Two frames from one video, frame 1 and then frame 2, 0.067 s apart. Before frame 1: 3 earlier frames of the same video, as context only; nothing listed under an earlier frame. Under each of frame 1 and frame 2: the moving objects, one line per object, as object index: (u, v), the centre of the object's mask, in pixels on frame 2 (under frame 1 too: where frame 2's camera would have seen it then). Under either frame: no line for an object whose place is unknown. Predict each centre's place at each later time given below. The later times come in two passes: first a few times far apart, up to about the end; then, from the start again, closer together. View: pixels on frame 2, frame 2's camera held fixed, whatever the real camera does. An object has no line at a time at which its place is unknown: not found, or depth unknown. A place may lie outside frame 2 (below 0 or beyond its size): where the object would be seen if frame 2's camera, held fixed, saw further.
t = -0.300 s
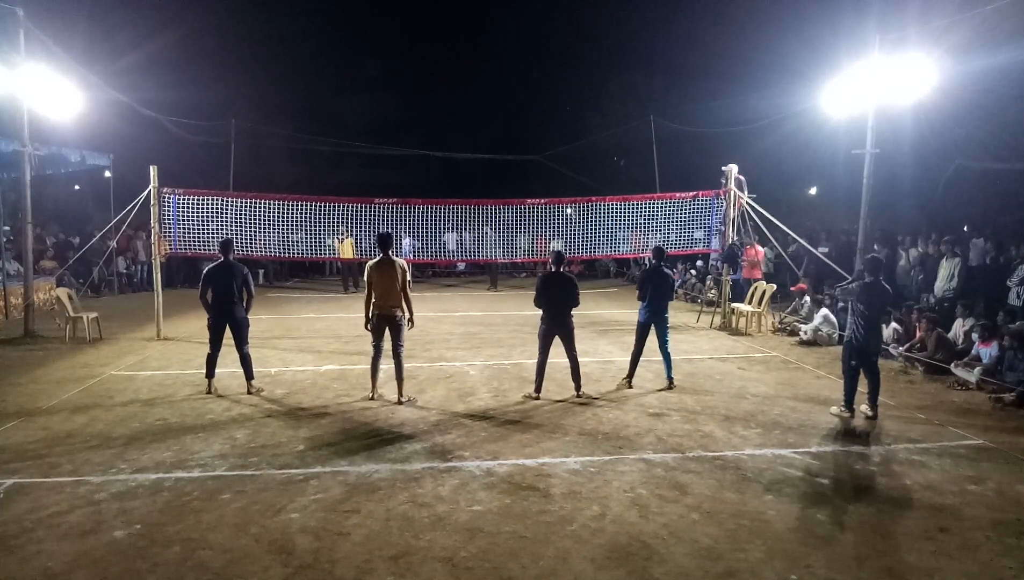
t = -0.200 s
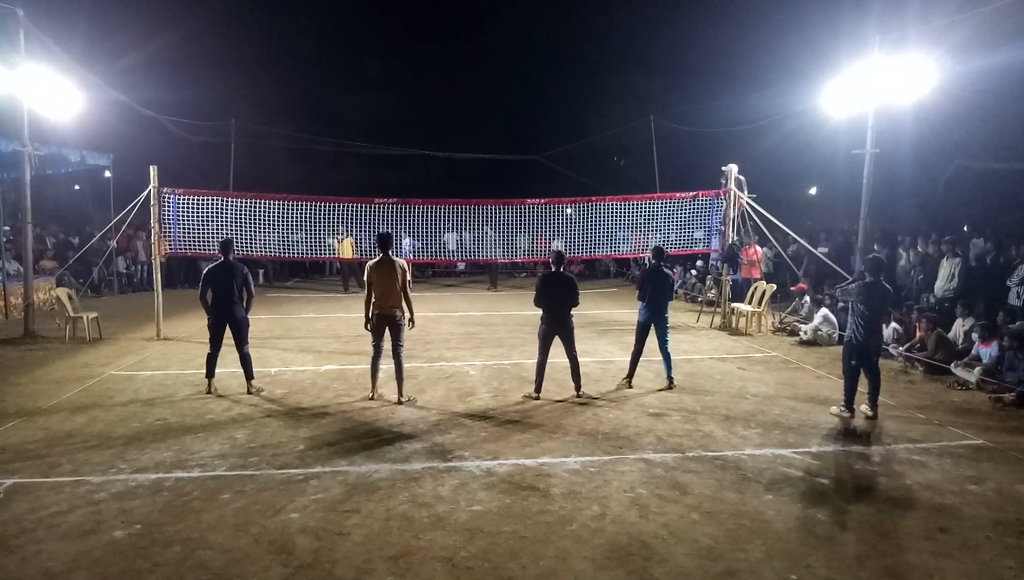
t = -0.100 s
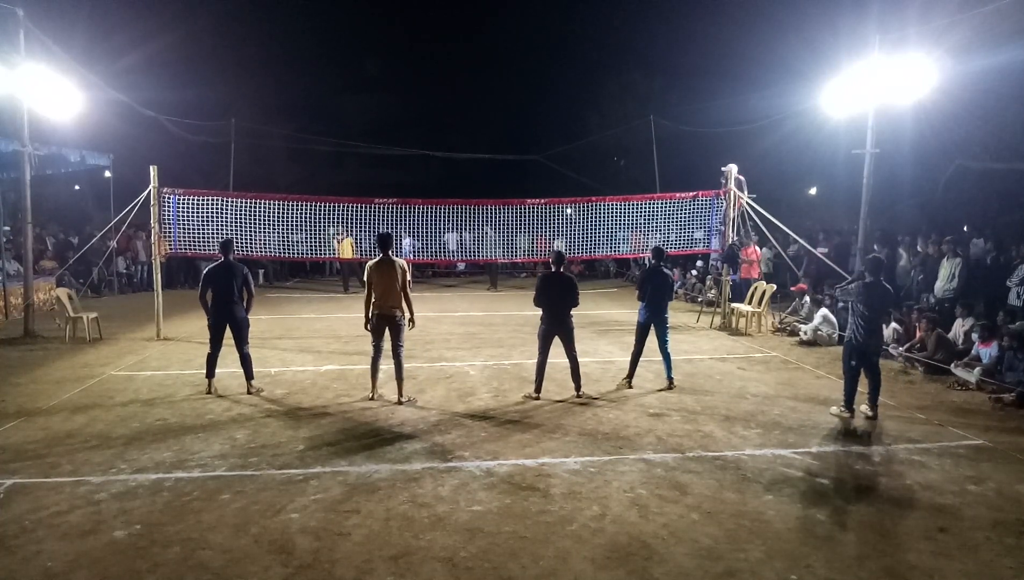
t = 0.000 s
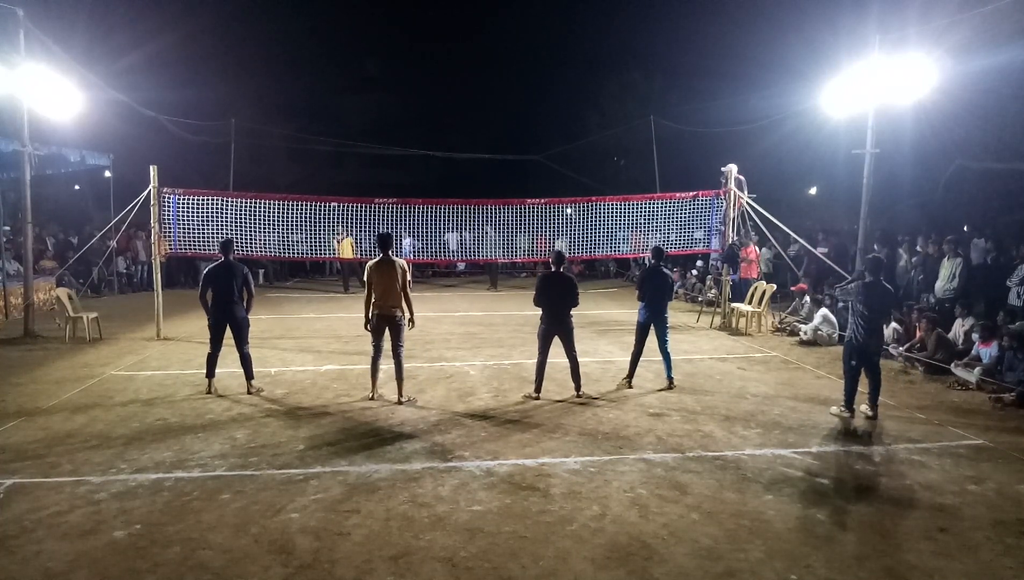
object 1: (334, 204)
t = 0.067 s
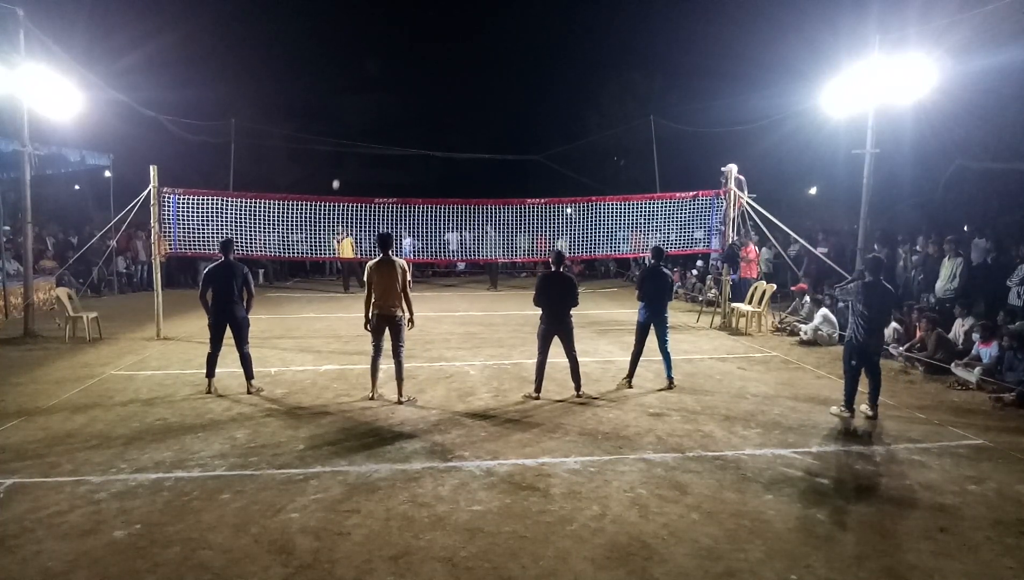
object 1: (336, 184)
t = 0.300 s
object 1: (344, 126)
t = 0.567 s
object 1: (359, 73)
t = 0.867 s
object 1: (377, 45)
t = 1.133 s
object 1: (397, 59)
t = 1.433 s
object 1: (425, 139)
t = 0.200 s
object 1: (340, 150)
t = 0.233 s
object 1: (342, 141)
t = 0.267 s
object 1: (343, 134)
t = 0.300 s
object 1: (344, 126)
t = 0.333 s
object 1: (346, 118)
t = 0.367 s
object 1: (348, 111)
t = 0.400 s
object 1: (349, 104)
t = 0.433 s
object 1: (351, 97)
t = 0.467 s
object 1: (353, 90)
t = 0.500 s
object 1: (355, 84)
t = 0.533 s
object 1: (357, 79)
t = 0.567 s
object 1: (359, 73)
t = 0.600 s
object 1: (360, 68)
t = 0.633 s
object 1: (362, 64)
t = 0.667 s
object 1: (364, 59)
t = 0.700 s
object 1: (366, 55)
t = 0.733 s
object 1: (368, 53)
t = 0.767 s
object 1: (371, 50)
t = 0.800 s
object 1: (373, 48)
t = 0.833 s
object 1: (375, 46)
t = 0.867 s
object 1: (377, 45)
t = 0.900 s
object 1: (379, 45)
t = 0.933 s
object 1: (381, 45)
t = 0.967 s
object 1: (384, 45)
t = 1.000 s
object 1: (386, 47)
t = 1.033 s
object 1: (389, 49)
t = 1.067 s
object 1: (391, 52)
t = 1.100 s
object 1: (394, 55)
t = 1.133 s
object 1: (397, 59)
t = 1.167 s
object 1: (400, 64)
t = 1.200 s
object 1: (403, 70)
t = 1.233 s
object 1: (406, 77)
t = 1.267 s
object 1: (409, 84)
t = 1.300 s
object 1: (412, 93)
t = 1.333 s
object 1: (415, 103)
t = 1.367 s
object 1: (418, 114)
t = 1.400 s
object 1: (422, 126)
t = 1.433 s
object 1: (425, 139)
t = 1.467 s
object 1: (429, 154)
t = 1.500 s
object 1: (432, 170)
